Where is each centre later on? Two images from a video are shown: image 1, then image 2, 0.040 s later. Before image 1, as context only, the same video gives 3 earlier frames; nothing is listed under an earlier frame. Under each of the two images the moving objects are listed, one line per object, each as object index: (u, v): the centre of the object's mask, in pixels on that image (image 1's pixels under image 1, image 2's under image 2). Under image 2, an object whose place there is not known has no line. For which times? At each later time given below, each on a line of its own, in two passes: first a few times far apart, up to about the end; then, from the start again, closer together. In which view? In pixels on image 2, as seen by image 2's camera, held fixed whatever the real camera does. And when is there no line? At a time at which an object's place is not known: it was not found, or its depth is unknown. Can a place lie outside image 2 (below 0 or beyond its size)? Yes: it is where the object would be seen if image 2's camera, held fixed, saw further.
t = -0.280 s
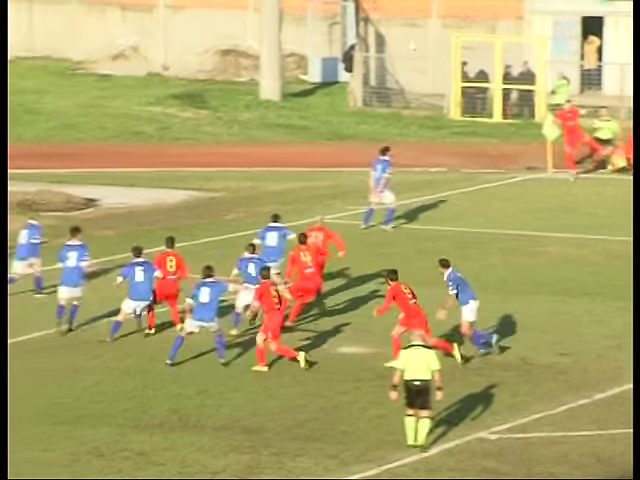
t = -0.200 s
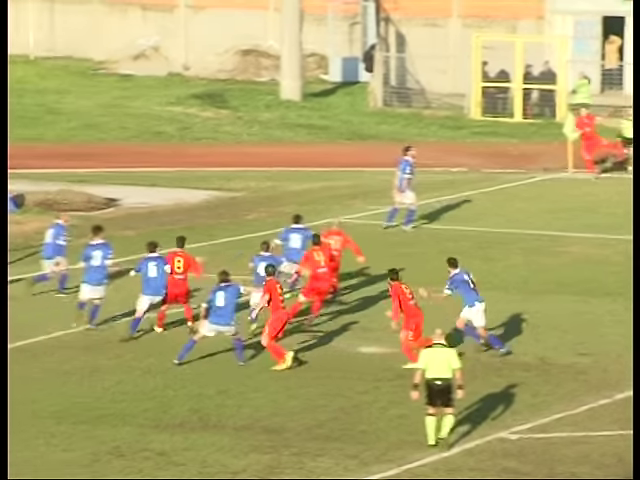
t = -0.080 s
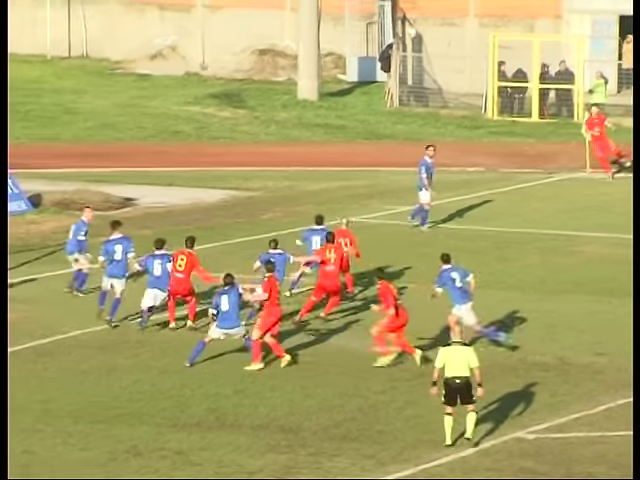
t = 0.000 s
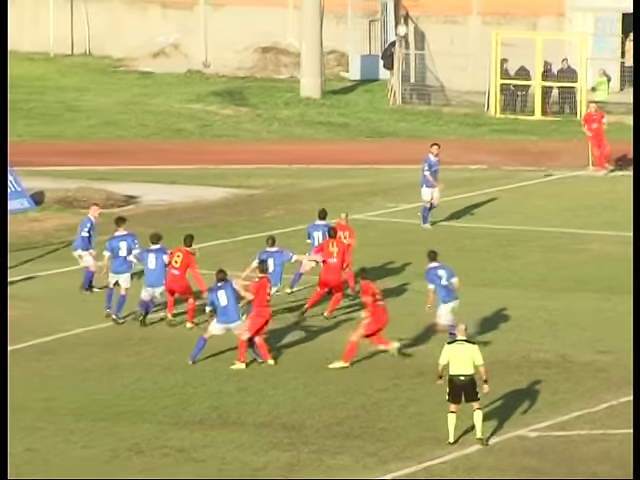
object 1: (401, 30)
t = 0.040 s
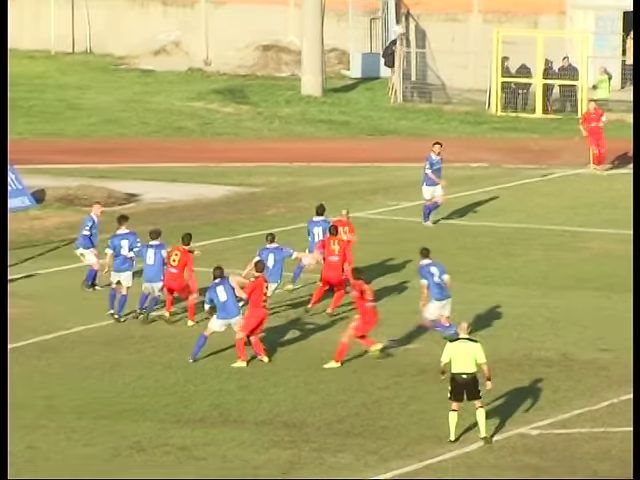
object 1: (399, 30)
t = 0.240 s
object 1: (378, 51)
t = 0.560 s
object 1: (364, 140)
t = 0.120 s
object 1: (389, 36)
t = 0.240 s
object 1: (378, 51)
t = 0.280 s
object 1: (374, 58)
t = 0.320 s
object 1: (372, 67)
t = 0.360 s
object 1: (370, 77)
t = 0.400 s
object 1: (368, 87)
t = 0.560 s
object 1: (364, 140)
